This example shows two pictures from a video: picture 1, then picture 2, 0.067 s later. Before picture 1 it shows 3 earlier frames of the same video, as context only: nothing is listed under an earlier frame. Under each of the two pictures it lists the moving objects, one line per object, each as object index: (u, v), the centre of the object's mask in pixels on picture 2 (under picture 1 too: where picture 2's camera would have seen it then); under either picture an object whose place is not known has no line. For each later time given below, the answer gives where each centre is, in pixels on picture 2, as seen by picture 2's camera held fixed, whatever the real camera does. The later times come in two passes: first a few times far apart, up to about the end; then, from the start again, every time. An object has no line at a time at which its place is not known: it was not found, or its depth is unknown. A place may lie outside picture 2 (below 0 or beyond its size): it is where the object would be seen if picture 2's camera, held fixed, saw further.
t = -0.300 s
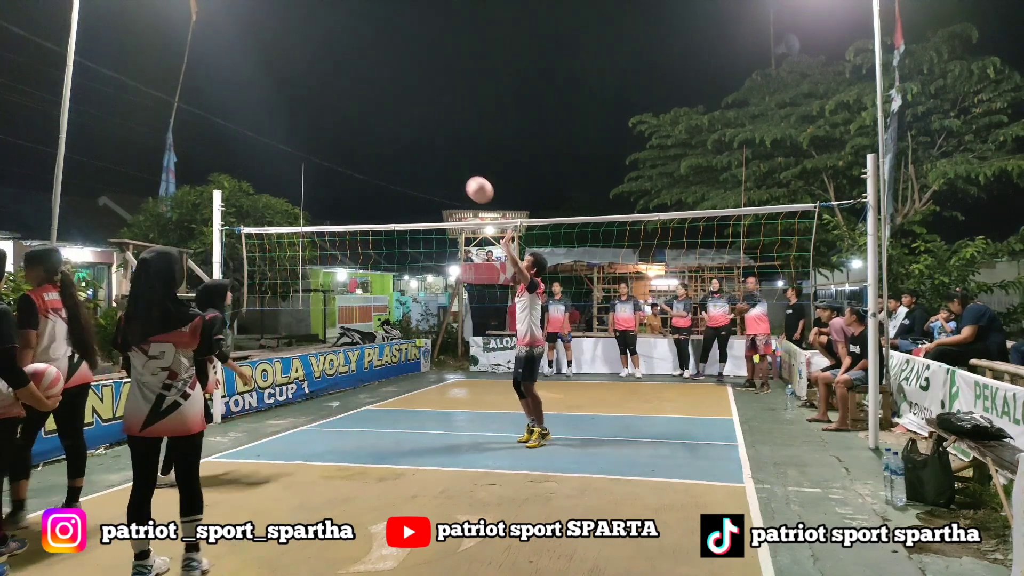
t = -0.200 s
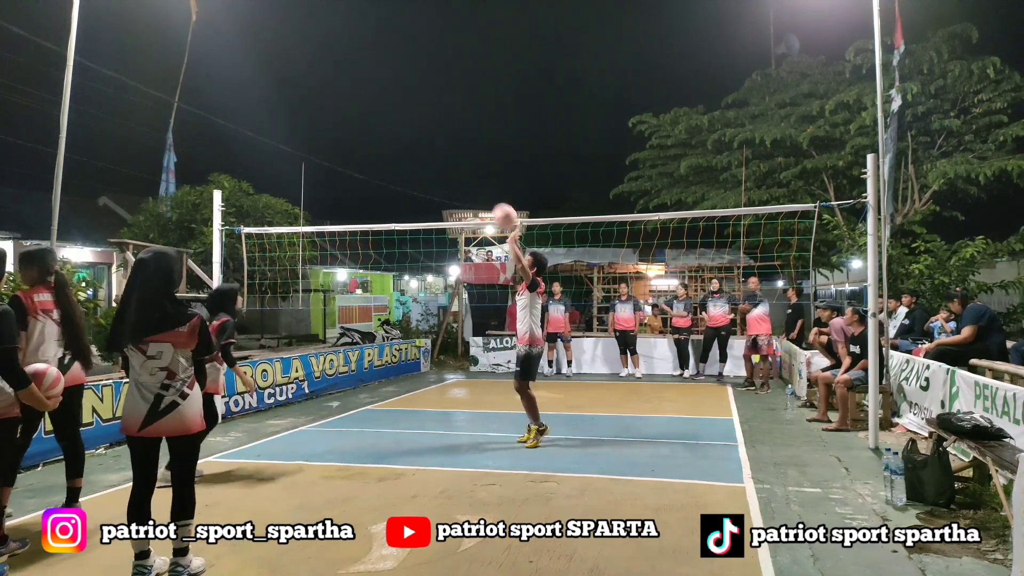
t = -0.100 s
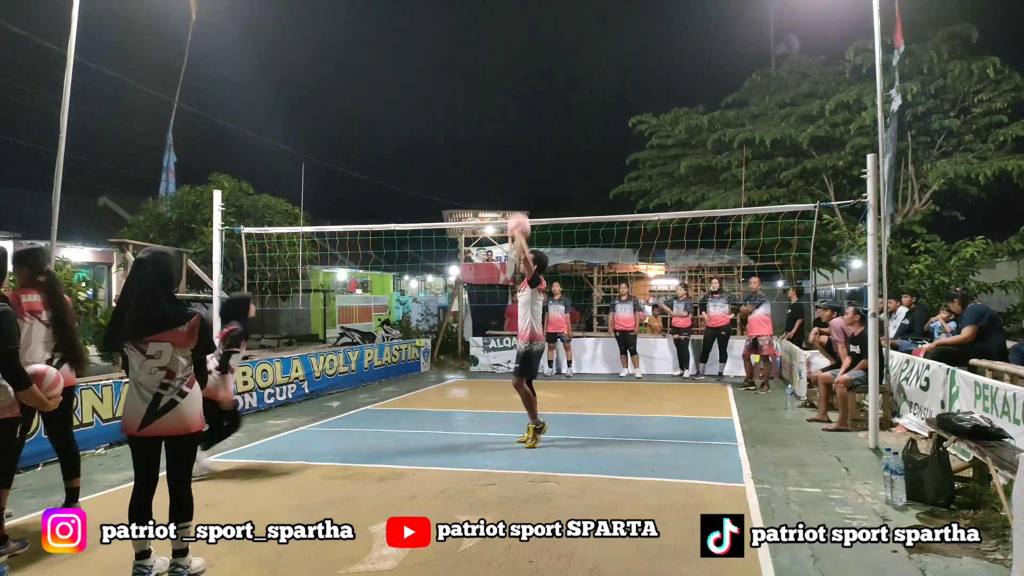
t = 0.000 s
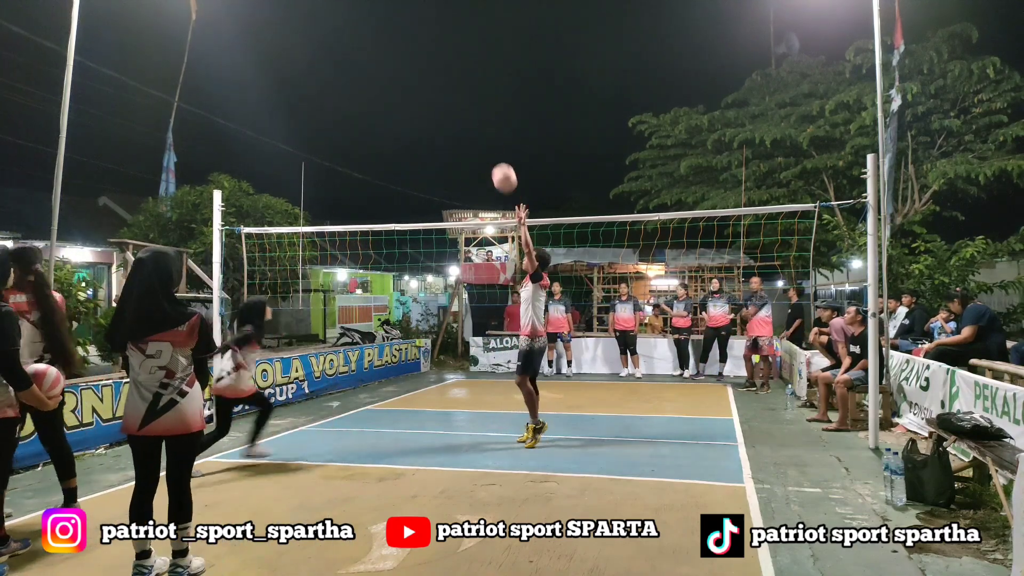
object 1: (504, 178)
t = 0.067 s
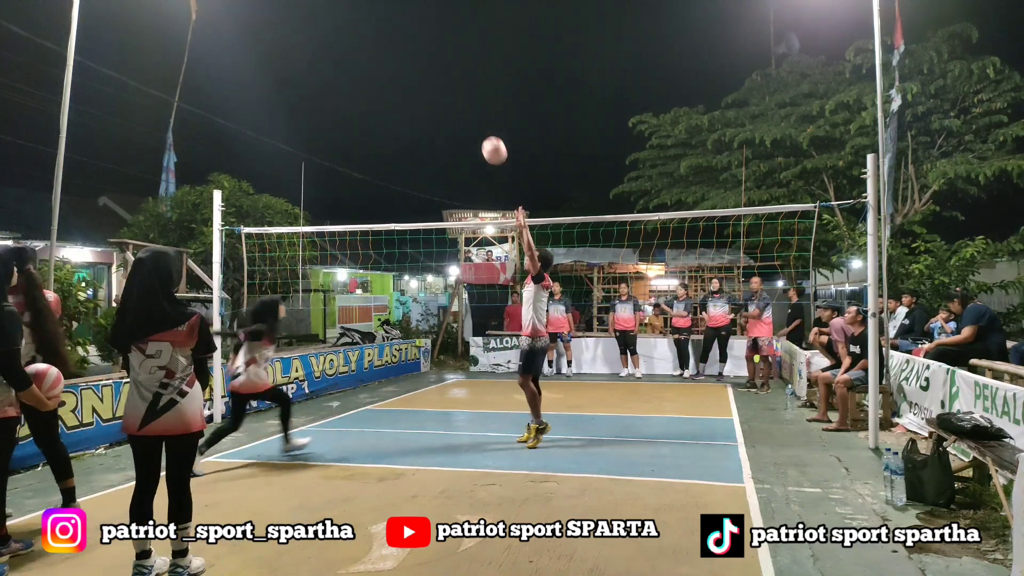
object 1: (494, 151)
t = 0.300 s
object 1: (460, 95)
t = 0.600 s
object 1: (422, 106)
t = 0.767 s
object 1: (403, 150)
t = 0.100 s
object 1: (489, 139)
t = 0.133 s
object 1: (484, 128)
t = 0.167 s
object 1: (480, 119)
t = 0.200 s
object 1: (475, 111)
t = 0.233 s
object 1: (470, 104)
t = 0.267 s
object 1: (465, 99)
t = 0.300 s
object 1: (460, 95)
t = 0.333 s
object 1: (456, 91)
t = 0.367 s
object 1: (451, 89)
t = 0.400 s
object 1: (447, 88)
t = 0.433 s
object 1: (443, 89)
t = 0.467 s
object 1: (438, 90)
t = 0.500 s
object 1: (434, 92)
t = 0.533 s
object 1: (430, 96)
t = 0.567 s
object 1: (426, 101)
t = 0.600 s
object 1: (422, 106)
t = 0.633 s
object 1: (418, 113)
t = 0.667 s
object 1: (414, 121)
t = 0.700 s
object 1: (410, 130)
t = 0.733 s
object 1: (406, 139)
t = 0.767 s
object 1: (403, 150)
